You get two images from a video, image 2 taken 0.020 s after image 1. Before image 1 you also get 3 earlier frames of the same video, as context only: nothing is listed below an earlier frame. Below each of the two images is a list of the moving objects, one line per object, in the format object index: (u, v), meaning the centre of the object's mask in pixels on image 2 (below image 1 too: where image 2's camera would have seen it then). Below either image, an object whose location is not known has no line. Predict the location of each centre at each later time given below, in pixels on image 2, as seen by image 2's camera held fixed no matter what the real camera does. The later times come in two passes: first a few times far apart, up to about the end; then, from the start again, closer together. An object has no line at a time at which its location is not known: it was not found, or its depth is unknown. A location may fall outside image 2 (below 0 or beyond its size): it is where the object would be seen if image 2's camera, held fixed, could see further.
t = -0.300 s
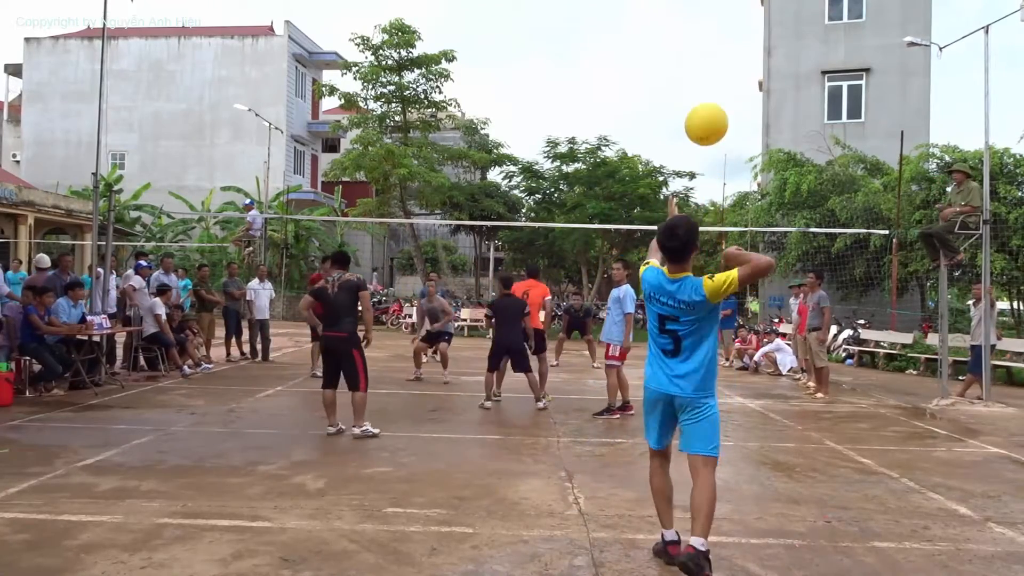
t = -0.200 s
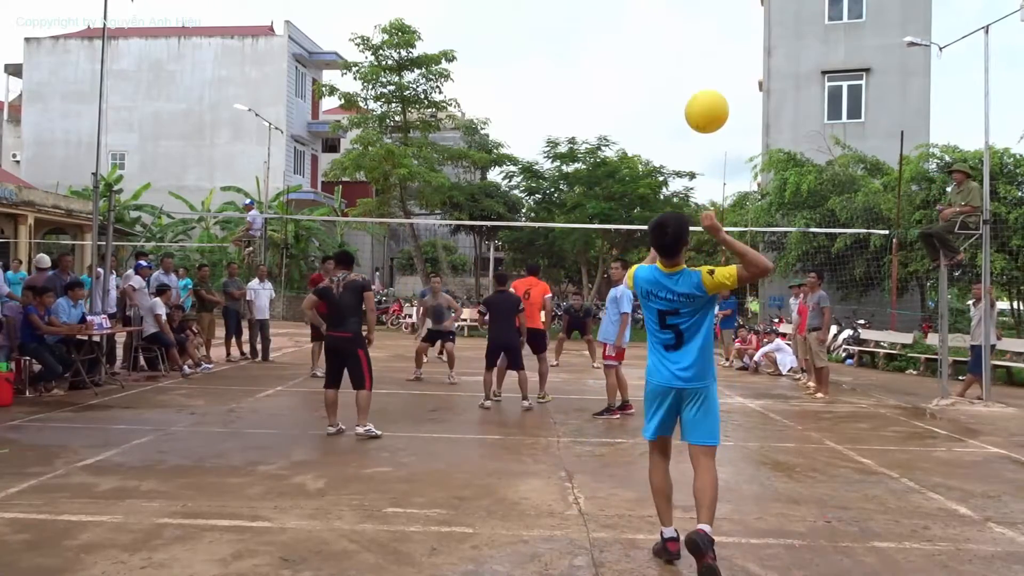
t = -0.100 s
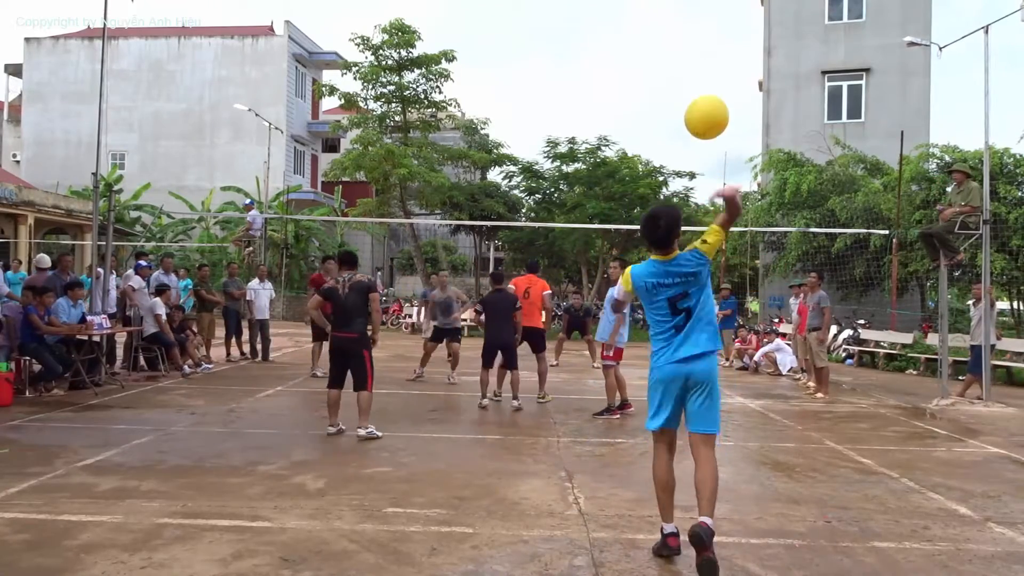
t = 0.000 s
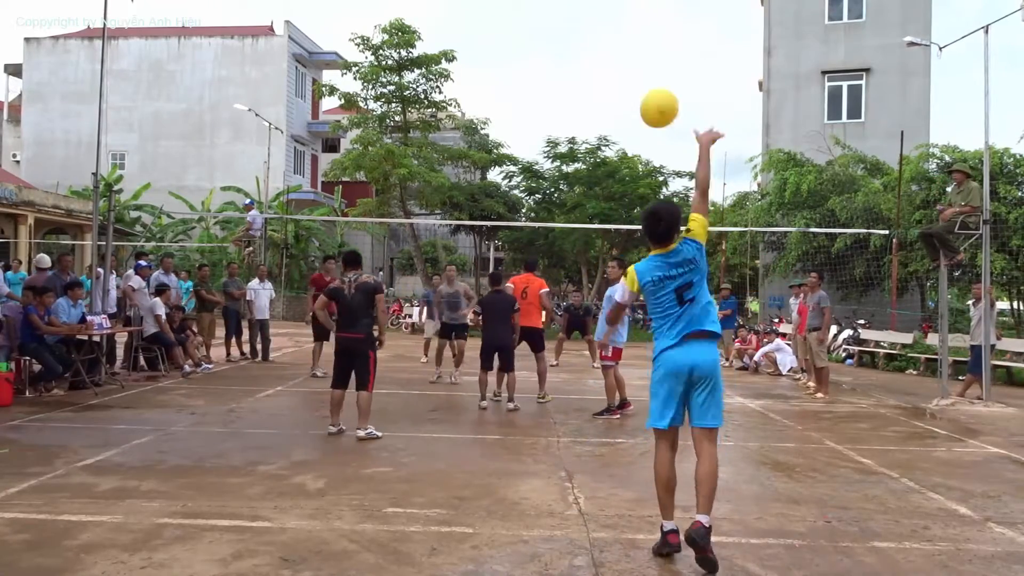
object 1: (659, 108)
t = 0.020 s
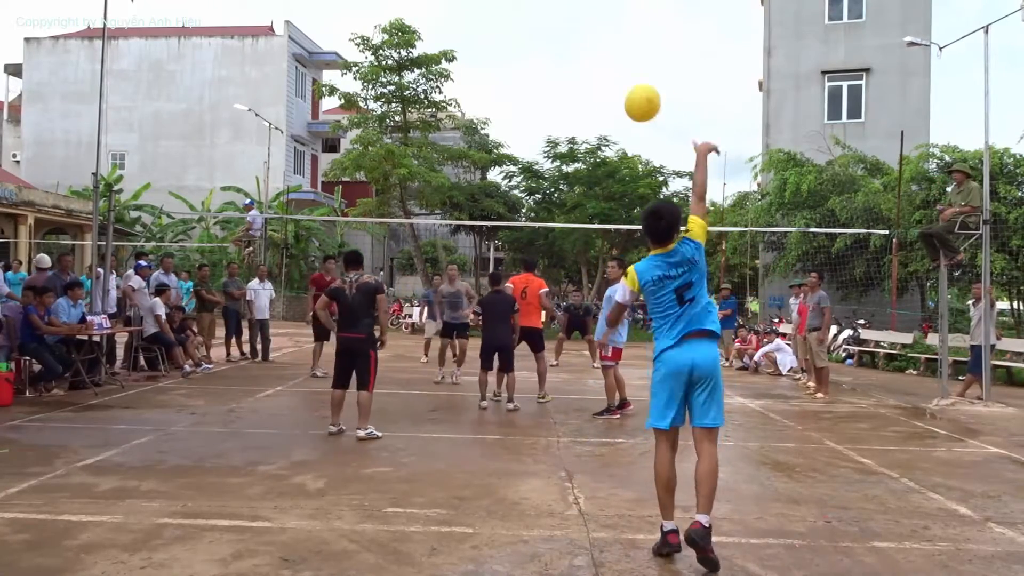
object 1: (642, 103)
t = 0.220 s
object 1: (536, 88)
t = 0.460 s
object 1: (470, 127)
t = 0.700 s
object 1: (428, 189)
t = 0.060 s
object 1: (613, 96)
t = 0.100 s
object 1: (589, 90)
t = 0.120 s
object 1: (579, 89)
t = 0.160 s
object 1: (560, 87)
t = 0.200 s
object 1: (544, 87)
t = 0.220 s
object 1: (536, 88)
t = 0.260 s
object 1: (523, 91)
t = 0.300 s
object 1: (510, 95)
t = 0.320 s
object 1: (504, 99)
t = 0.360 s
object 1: (493, 106)
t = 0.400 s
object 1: (483, 113)
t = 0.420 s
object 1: (479, 118)
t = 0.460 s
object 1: (470, 127)
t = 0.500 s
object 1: (462, 135)
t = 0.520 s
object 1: (459, 140)
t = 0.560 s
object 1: (451, 150)
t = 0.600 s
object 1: (444, 161)
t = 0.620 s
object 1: (440, 167)
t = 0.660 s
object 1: (434, 178)
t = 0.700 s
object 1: (428, 189)
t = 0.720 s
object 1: (425, 196)
